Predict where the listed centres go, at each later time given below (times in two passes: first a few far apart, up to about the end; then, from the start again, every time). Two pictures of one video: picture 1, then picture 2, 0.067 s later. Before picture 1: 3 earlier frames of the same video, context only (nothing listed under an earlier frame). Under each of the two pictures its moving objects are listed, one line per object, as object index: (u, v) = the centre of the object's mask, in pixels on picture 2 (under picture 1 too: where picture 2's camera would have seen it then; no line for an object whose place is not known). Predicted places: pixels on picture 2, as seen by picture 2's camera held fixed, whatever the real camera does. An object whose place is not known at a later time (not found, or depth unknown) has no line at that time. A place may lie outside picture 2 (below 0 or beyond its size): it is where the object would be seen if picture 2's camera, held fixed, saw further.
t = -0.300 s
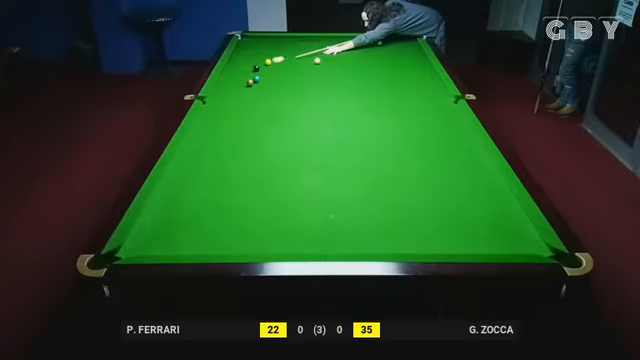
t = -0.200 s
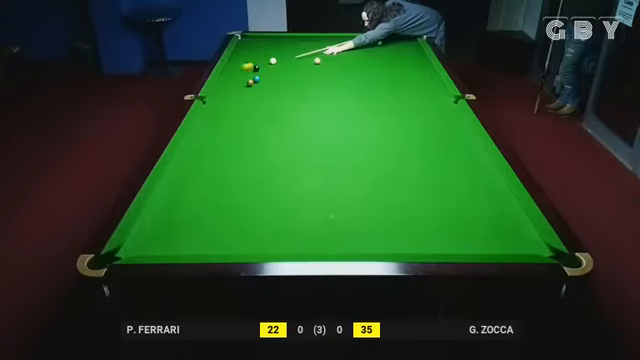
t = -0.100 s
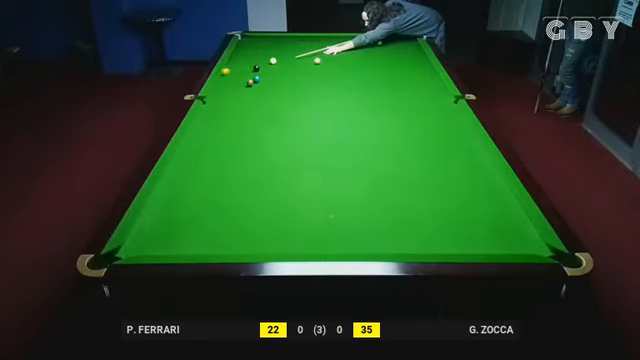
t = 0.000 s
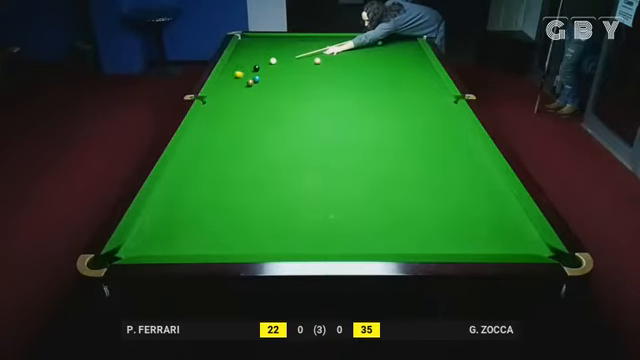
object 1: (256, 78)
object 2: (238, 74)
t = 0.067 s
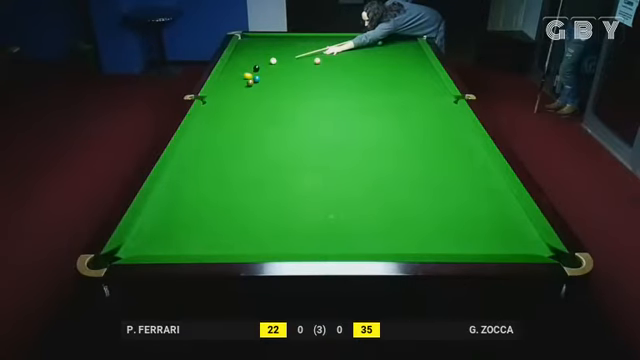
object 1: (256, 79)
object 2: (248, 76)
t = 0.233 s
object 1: (264, 83)
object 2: (260, 76)
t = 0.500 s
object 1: (277, 90)
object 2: (280, 76)
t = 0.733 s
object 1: (289, 97)
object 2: (295, 75)
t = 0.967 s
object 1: (301, 103)
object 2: (309, 74)
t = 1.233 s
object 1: (315, 111)
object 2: (326, 74)
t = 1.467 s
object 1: (328, 118)
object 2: (339, 73)
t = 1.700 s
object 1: (341, 125)
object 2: (352, 72)
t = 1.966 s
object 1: (356, 133)
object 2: (366, 72)
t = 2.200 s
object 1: (370, 141)
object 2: (377, 71)
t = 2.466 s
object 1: (387, 149)
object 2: (390, 71)
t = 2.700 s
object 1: (401, 157)
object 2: (400, 70)
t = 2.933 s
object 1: (416, 165)
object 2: (410, 70)
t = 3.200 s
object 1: (432, 174)
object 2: (420, 70)
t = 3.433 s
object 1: (446, 181)
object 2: (428, 70)
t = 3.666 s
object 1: (461, 189)
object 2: (430, 70)
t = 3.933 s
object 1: (478, 197)
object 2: (425, 70)
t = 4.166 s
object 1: (492, 205)
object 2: (421, 69)
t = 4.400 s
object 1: (505, 211)
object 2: (417, 69)
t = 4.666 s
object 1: (520, 220)
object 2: (414, 69)
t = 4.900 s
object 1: (526, 226)
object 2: (412, 70)
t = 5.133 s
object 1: (523, 230)
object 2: (411, 70)
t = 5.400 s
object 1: (521, 234)
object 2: (410, 70)
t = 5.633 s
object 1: (520, 238)
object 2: (410, 70)
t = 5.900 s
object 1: (518, 241)
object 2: (410, 70)
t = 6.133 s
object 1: (517, 243)
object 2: (410, 70)
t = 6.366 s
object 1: (517, 245)
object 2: (410, 70)
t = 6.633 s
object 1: (516, 246)
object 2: (410, 70)
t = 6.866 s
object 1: (516, 246)
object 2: (410, 70)
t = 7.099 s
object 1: (516, 246)
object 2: (410, 70)
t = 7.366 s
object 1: (516, 247)
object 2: (410, 70)
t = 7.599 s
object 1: (516, 247)
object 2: (410, 70)
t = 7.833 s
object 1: (516, 246)
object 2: (410, 70)
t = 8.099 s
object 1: (516, 247)
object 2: (410, 70)
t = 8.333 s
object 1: (516, 247)
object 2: (410, 70)
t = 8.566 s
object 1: (516, 247)
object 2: (410, 70)
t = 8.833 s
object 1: (516, 247)
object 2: (410, 70)
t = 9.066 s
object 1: (516, 246)
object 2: (410, 70)
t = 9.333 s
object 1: (516, 247)
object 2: (410, 70)
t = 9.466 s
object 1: (516, 247)
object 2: (410, 70)
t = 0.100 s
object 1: (256, 78)
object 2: (251, 76)
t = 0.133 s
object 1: (258, 79)
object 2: (253, 76)
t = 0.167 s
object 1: (260, 81)
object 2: (256, 76)
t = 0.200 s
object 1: (262, 82)
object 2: (258, 76)
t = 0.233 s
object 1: (264, 83)
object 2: (260, 76)
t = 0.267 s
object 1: (265, 84)
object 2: (262, 76)
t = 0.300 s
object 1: (267, 85)
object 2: (265, 76)
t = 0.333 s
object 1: (269, 85)
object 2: (268, 76)
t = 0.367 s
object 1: (270, 86)
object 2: (270, 76)
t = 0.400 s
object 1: (272, 87)
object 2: (272, 76)
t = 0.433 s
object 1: (274, 88)
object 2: (275, 76)
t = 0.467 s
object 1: (275, 89)
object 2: (277, 76)
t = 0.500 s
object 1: (277, 90)
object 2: (280, 76)
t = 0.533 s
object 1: (278, 91)
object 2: (282, 76)
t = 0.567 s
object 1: (280, 92)
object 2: (284, 75)
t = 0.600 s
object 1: (282, 93)
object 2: (286, 76)
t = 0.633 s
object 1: (283, 94)
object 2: (288, 75)
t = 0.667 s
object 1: (285, 95)
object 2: (291, 75)
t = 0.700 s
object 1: (287, 96)
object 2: (293, 75)
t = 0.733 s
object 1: (289, 97)
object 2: (295, 75)
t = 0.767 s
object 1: (290, 98)
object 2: (297, 75)
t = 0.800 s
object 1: (292, 99)
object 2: (299, 75)
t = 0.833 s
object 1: (294, 100)
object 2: (301, 75)
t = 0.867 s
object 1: (295, 101)
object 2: (303, 75)
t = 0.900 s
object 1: (297, 102)
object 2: (305, 75)
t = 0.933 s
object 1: (299, 103)
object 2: (307, 74)
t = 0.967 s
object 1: (301, 103)
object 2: (309, 74)
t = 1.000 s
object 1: (302, 104)
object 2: (312, 74)
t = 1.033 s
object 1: (304, 105)
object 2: (314, 74)
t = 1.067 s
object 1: (306, 106)
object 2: (316, 74)
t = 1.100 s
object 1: (308, 108)
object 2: (318, 74)
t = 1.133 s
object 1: (309, 108)
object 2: (320, 74)
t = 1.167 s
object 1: (311, 109)
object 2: (322, 74)
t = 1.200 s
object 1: (313, 110)
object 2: (323, 74)
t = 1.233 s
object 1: (315, 111)
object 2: (326, 74)
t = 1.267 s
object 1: (317, 112)
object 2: (328, 73)
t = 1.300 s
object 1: (319, 113)
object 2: (329, 73)
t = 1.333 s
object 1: (320, 114)
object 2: (331, 73)
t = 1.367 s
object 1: (322, 115)
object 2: (333, 73)
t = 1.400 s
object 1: (324, 116)
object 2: (335, 73)
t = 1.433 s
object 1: (326, 117)
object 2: (337, 73)
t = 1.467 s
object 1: (328, 118)
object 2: (339, 73)
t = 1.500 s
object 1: (330, 119)
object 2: (341, 73)
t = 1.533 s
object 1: (332, 121)
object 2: (343, 73)
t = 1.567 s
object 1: (333, 121)
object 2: (345, 73)
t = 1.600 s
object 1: (335, 122)
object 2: (347, 73)
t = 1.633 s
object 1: (337, 123)
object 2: (349, 72)
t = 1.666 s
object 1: (339, 124)
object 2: (350, 72)
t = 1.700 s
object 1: (341, 125)
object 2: (352, 72)
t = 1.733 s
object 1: (343, 126)
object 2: (354, 72)
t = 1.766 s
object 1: (345, 127)
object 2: (355, 72)
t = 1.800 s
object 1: (346, 128)
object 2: (357, 72)
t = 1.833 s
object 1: (348, 129)
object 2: (359, 72)
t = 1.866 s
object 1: (350, 130)
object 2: (361, 72)
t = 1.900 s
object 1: (352, 132)
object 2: (363, 72)
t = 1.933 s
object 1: (354, 132)
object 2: (364, 72)
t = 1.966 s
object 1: (356, 133)
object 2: (366, 72)
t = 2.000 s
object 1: (358, 134)
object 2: (368, 72)
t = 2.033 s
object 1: (360, 135)
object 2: (370, 72)
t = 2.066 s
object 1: (362, 136)
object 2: (371, 72)
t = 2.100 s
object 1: (364, 138)
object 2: (373, 72)
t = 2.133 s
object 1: (366, 139)
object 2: (374, 72)
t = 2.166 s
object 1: (368, 140)
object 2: (376, 71)
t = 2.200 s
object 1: (370, 141)
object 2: (377, 71)
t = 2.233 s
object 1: (372, 142)
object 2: (379, 72)
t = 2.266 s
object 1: (374, 143)
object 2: (381, 72)
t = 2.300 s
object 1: (376, 144)
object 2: (382, 71)
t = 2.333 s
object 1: (378, 145)
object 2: (384, 71)
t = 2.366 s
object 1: (380, 146)
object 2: (385, 71)
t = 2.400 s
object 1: (382, 147)
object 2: (387, 71)
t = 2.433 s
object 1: (384, 148)
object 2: (388, 71)
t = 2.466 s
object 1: (387, 149)
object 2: (390, 71)
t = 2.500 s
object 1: (388, 150)
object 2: (391, 71)
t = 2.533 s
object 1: (391, 152)
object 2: (393, 71)
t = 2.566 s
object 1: (392, 153)
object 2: (394, 71)
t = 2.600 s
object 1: (395, 154)
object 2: (396, 71)
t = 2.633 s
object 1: (397, 155)
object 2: (397, 71)
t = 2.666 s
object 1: (399, 156)
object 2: (399, 71)
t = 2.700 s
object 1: (401, 157)
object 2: (400, 70)
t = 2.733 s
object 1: (403, 158)
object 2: (401, 70)
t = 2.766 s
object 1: (405, 159)
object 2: (403, 71)
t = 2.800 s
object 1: (407, 160)
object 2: (404, 70)
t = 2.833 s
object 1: (409, 161)
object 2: (406, 70)
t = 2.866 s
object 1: (411, 162)
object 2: (407, 70)
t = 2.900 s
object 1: (414, 164)
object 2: (408, 70)
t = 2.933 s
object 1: (416, 165)
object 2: (410, 70)
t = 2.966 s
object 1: (418, 166)
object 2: (411, 70)
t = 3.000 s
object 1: (420, 167)
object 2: (412, 70)
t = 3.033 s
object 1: (422, 168)
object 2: (413, 70)
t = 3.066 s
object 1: (424, 169)
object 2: (415, 70)
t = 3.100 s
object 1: (426, 170)
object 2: (416, 70)
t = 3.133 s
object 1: (428, 171)
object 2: (417, 70)
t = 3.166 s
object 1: (430, 172)
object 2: (419, 70)
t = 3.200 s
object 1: (432, 174)
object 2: (420, 70)
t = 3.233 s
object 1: (434, 175)
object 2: (421, 70)
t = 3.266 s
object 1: (436, 176)
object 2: (422, 70)
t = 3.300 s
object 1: (438, 177)
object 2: (424, 70)
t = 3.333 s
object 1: (440, 178)
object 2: (425, 70)
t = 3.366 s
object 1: (442, 179)
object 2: (426, 70)
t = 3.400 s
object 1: (445, 180)
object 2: (427, 70)
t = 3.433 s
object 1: (446, 181)
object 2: (428, 70)
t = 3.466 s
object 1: (449, 182)
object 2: (429, 70)
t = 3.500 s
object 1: (450, 183)
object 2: (430, 70)
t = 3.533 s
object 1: (453, 184)
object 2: (431, 70)
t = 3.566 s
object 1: (455, 185)
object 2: (432, 70)
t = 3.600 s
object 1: (457, 186)
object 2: (432, 70)
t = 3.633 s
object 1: (459, 187)
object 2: (431, 70)
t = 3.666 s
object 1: (461, 189)
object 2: (430, 70)
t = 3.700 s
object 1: (463, 190)
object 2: (430, 69)
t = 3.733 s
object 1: (465, 191)
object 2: (429, 70)
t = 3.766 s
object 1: (468, 192)
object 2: (428, 69)
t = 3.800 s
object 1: (469, 193)
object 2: (428, 69)
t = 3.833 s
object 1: (472, 194)
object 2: (427, 69)
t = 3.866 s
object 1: (474, 195)
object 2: (426, 70)
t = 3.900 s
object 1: (476, 196)
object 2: (425, 70)
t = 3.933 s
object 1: (478, 197)
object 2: (425, 70)
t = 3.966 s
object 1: (479, 198)
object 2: (424, 70)
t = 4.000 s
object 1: (482, 200)
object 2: (424, 69)
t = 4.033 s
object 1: (483, 200)
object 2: (423, 69)
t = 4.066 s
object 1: (486, 202)
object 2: (422, 69)
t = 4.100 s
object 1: (488, 203)
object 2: (422, 69)
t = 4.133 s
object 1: (490, 204)
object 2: (422, 69)
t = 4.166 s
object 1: (492, 205)
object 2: (421, 69)
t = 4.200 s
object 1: (494, 206)
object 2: (420, 69)
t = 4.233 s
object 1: (496, 207)
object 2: (420, 69)
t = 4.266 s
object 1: (498, 208)
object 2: (419, 69)
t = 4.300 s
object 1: (499, 209)
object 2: (419, 69)
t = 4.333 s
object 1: (501, 210)
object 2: (418, 69)
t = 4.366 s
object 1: (503, 211)
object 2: (418, 69)
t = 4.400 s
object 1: (505, 211)
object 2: (417, 69)
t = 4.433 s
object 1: (507, 213)
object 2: (417, 69)
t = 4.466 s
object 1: (509, 213)
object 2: (417, 69)
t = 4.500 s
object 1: (511, 214)
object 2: (416, 69)
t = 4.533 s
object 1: (513, 215)
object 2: (416, 69)
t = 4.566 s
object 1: (515, 217)
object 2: (415, 69)
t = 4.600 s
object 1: (517, 218)
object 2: (415, 69)
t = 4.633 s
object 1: (519, 219)
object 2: (415, 70)
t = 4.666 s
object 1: (520, 220)
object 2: (414, 69)
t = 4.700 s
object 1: (522, 221)
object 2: (414, 69)
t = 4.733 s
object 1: (525, 222)
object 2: (414, 70)
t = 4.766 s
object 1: (527, 223)
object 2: (414, 70)
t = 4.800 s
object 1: (527, 223)
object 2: (414, 70)
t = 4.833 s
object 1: (526, 224)
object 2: (413, 70)
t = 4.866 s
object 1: (526, 225)
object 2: (413, 70)
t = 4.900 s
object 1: (526, 226)
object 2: (412, 70)
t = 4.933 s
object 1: (525, 226)
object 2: (412, 70)
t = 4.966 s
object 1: (525, 227)
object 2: (412, 70)
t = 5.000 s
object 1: (525, 227)
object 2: (412, 70)
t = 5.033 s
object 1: (524, 228)
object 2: (411, 70)
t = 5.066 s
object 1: (524, 229)
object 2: (411, 70)
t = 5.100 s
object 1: (524, 229)
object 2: (411, 70)
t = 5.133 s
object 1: (523, 230)
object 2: (411, 70)
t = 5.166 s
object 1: (523, 230)
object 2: (411, 70)
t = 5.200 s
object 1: (523, 231)
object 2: (411, 70)
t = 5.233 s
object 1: (523, 232)
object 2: (411, 70)
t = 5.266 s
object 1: (522, 232)
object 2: (411, 70)
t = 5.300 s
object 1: (522, 232)
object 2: (410, 70)
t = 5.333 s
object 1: (522, 233)
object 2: (410, 70)
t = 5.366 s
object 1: (522, 234)
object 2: (410, 70)
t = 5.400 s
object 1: (521, 234)
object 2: (410, 70)
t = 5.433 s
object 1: (521, 235)
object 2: (410, 70)
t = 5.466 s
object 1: (521, 235)
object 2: (410, 70)
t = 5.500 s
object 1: (521, 236)
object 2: (410, 70)
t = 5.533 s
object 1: (521, 237)
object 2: (410, 70)
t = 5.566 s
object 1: (520, 237)
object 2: (410, 70)
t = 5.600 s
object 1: (520, 238)
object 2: (410, 70)
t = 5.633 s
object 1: (520, 238)
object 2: (410, 70)
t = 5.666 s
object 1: (520, 238)
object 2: (410, 70)
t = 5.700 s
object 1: (519, 239)
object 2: (410, 70)
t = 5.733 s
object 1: (519, 239)
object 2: (410, 70)
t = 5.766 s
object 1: (519, 239)
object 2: (410, 70)
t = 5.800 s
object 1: (519, 240)
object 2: (410, 70)
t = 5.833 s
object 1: (519, 240)
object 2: (410, 70)
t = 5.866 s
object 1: (518, 241)
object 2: (410, 70)
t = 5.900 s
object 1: (518, 241)
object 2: (410, 70)
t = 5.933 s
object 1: (518, 241)
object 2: (410, 70)
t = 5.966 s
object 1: (518, 241)
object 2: (410, 70)
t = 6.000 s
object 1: (518, 242)
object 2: (410, 70)
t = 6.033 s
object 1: (518, 242)
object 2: (410, 70)
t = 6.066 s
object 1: (518, 242)
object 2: (410, 70)
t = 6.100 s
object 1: (518, 242)
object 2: (410, 70)
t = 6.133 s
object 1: (517, 243)
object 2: (410, 70)
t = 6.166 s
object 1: (517, 244)
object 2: (410, 70)
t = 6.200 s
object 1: (517, 244)
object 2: (410, 70)
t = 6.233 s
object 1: (517, 244)
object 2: (410, 70)
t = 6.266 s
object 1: (517, 244)
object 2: (410, 70)
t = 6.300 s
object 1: (517, 245)
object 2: (410, 70)
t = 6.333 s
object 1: (517, 245)
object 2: (410, 70)
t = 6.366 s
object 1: (517, 245)
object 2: (410, 70)
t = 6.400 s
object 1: (517, 245)
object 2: (410, 70)
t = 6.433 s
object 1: (517, 246)
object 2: (410, 70)
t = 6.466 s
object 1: (517, 246)
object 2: (410, 70)
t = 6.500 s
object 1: (517, 246)
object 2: (410, 70)
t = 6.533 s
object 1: (516, 246)
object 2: (410, 70)
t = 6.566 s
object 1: (516, 246)
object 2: (410, 70)
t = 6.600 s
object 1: (516, 246)
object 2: (410, 70)
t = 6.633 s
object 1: (516, 246)
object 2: (410, 70)
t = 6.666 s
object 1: (516, 246)
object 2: (410, 70)
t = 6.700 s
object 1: (516, 246)
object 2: (410, 70)
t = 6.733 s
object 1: (516, 246)
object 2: (410, 70)
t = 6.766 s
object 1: (516, 246)
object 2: (410, 70)
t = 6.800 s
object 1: (516, 246)
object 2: (410, 70)
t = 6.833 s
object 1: (516, 246)
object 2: (410, 70)
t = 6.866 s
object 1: (516, 246)
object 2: (410, 70)
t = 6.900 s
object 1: (516, 246)
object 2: (410, 70)
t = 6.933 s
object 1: (516, 246)
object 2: (410, 70)
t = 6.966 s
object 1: (516, 246)
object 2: (410, 70)
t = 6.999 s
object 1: (516, 246)
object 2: (410, 70)
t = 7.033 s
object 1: (516, 246)
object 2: (410, 70)
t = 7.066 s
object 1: (516, 246)
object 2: (410, 70)
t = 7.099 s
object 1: (516, 246)
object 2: (410, 70)
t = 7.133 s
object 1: (516, 246)
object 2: (410, 70)
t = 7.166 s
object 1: (516, 247)
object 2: (410, 70)
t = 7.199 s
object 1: (516, 246)
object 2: (410, 70)
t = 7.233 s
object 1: (516, 247)
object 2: (410, 70)
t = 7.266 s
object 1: (516, 246)
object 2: (410, 70)
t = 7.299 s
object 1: (516, 247)
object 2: (410, 70)
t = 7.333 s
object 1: (516, 246)
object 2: (410, 70)
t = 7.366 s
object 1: (516, 247)
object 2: (410, 70)
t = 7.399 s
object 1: (516, 247)
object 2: (410, 70)
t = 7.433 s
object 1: (516, 247)
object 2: (410, 70)
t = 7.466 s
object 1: (516, 247)
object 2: (410, 70)
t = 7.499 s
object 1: (516, 247)
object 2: (410, 70)
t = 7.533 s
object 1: (516, 246)
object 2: (410, 70)
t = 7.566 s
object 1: (516, 247)
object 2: (410, 70)
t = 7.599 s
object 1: (516, 247)
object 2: (410, 70)
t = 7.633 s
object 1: (516, 247)
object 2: (410, 70)
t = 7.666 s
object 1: (516, 246)
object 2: (410, 70)
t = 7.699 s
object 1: (516, 246)
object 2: (410, 70)
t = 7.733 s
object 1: (516, 247)
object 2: (410, 70)
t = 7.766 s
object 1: (516, 247)
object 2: (410, 70)
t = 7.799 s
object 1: (516, 246)
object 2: (410, 70)
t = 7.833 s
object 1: (516, 246)
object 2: (410, 70)
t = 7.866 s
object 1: (516, 246)
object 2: (410, 70)
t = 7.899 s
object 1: (516, 246)
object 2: (410, 70)
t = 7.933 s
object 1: (516, 246)
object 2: (410, 70)
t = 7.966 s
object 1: (516, 246)
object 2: (410, 70)
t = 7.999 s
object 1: (516, 246)
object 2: (410, 70)
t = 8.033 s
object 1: (516, 246)
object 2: (410, 70)
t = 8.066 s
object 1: (516, 247)
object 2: (410, 70)
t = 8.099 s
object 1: (516, 247)
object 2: (410, 70)
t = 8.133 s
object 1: (516, 246)
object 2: (410, 70)
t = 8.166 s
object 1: (516, 247)
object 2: (410, 70)
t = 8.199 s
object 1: (516, 247)
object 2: (410, 70)
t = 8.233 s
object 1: (516, 247)
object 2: (410, 70)
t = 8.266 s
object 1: (516, 247)
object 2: (410, 70)
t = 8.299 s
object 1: (516, 247)
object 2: (410, 70)
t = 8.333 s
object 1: (516, 247)
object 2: (410, 70)
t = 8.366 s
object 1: (516, 247)
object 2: (410, 70)
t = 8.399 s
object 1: (516, 247)
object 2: (410, 70)
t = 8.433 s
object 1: (516, 246)
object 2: (410, 70)
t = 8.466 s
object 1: (516, 246)
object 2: (410, 70)
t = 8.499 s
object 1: (516, 247)
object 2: (410, 70)
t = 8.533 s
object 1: (516, 246)
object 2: (410, 70)
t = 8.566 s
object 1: (516, 247)
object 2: (410, 70)
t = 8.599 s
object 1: (516, 247)
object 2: (410, 70)
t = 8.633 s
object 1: (516, 247)
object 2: (410, 70)
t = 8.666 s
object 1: (516, 247)
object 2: (410, 70)
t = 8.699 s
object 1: (516, 247)
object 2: (410, 70)
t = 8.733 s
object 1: (516, 247)
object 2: (410, 70)
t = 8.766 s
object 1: (516, 246)
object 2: (410, 70)
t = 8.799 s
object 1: (516, 247)
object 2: (410, 70)
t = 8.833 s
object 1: (516, 247)
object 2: (410, 70)
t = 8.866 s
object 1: (516, 247)
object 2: (410, 70)
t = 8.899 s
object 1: (516, 247)
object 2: (410, 70)
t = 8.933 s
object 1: (516, 247)
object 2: (410, 70)
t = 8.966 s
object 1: (516, 246)
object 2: (410, 70)
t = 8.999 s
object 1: (516, 247)
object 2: (410, 70)
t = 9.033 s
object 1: (516, 246)
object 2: (410, 70)
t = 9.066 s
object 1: (516, 246)
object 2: (410, 70)
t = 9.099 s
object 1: (516, 247)
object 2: (410, 70)
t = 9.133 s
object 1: (516, 247)
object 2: (410, 70)
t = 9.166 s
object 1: (516, 247)
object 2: (410, 70)
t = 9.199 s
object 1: (516, 247)
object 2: (410, 70)
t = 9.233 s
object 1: (516, 247)
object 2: (410, 70)
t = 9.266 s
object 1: (516, 247)
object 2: (410, 70)
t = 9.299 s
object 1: (516, 247)
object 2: (410, 70)
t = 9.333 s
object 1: (516, 247)
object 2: (410, 70)
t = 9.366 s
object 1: (516, 247)
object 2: (410, 70)
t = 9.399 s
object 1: (516, 247)
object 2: (410, 70)
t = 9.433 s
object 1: (516, 247)
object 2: (410, 70)
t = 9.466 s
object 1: (516, 247)
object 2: (410, 70)
